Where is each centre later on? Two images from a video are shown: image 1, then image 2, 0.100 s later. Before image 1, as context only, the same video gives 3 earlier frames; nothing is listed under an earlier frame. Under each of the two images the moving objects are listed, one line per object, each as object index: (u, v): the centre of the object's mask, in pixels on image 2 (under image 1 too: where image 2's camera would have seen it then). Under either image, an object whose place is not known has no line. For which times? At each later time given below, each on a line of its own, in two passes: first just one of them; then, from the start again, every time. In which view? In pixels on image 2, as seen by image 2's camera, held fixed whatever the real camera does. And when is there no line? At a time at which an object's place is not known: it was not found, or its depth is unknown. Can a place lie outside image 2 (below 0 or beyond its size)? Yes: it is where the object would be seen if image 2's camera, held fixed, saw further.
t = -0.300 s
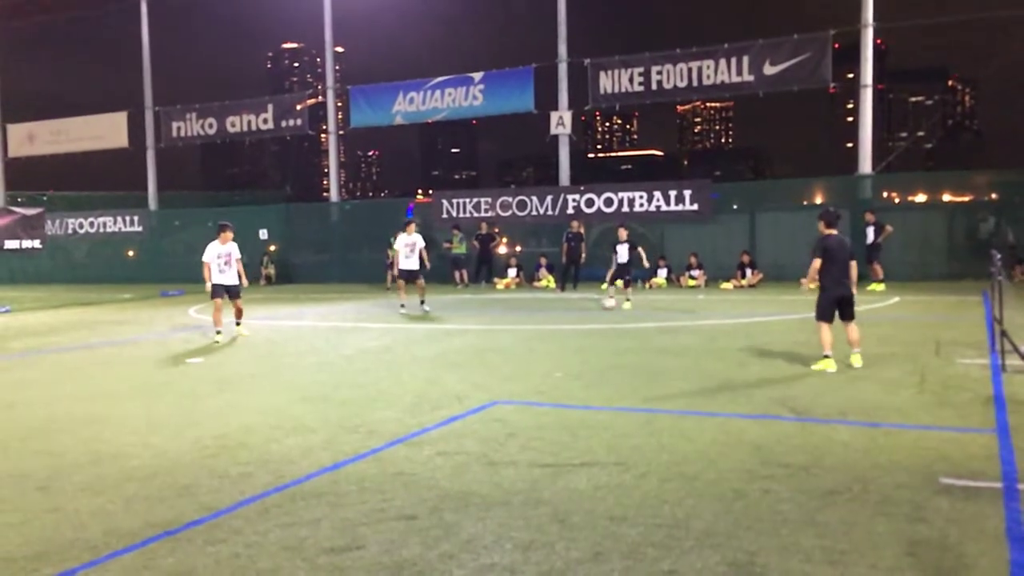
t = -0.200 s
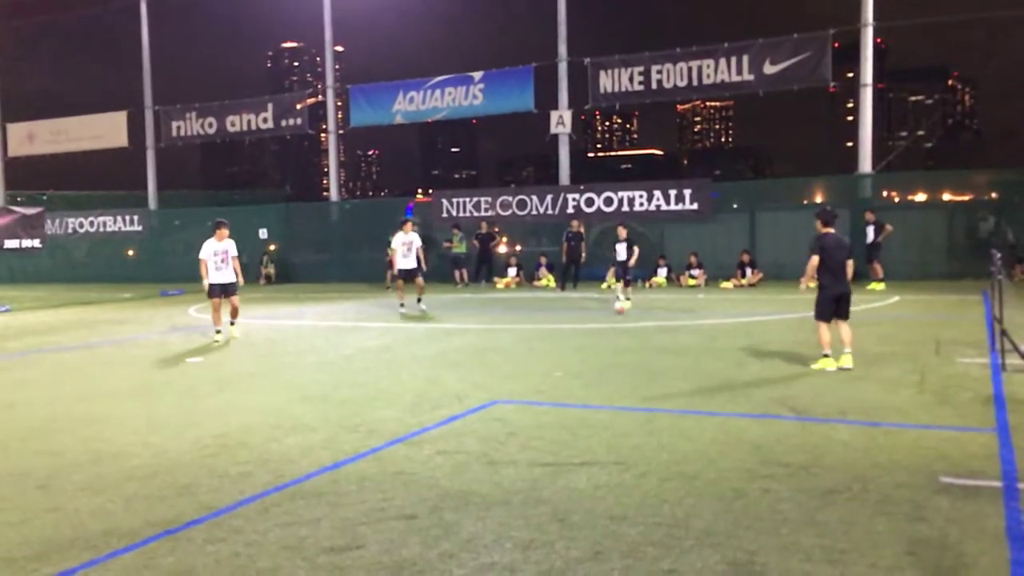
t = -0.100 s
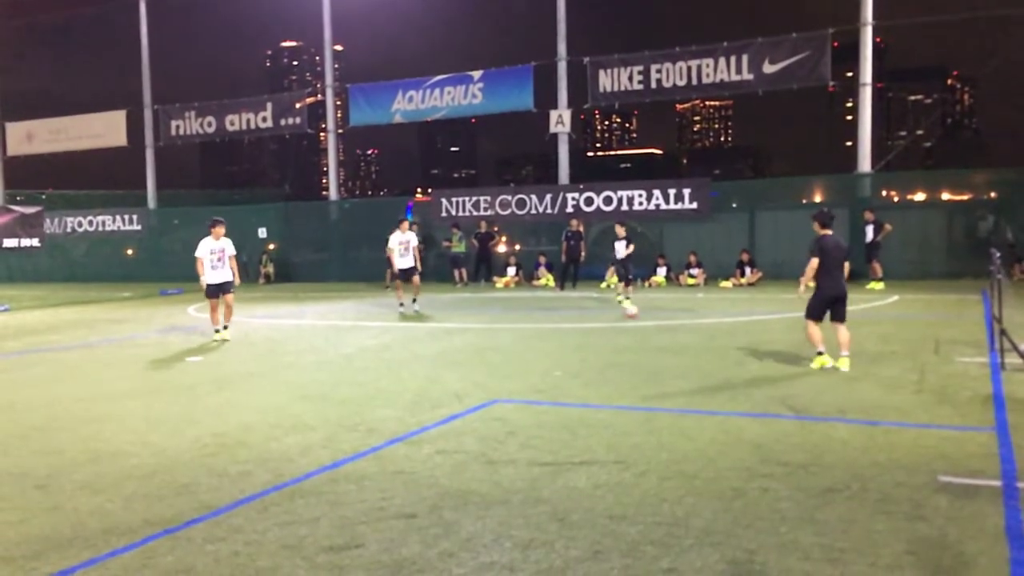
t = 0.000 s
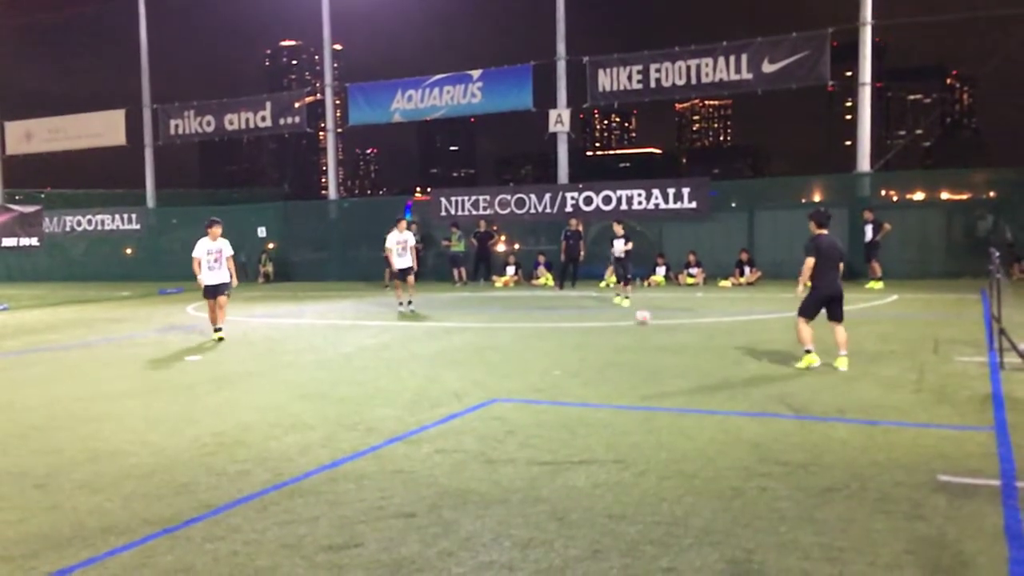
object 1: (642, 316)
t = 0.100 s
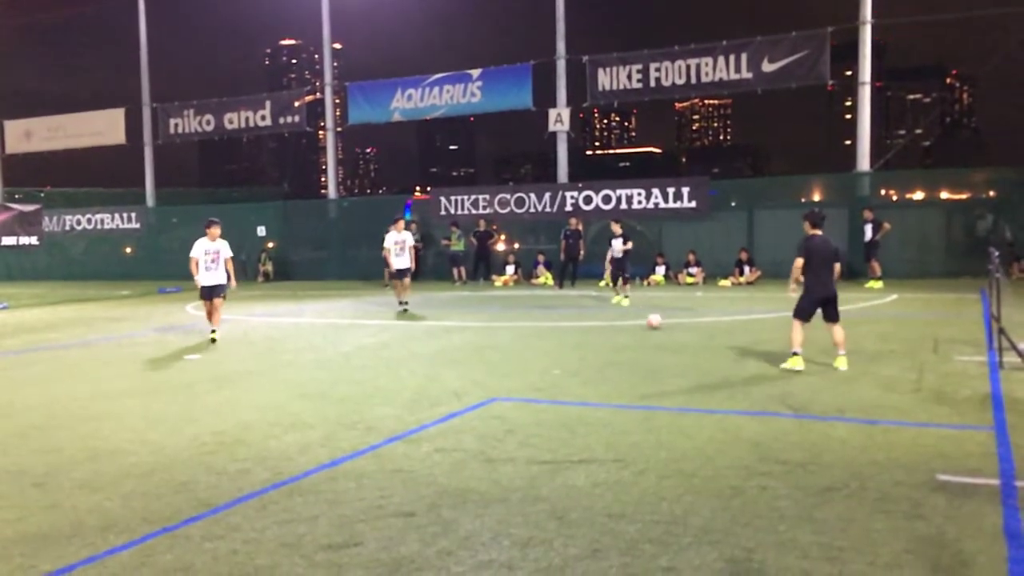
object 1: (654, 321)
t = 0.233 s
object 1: (671, 328)
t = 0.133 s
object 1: (658, 322)
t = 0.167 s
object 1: (662, 324)
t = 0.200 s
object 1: (666, 326)
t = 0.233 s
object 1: (671, 328)
